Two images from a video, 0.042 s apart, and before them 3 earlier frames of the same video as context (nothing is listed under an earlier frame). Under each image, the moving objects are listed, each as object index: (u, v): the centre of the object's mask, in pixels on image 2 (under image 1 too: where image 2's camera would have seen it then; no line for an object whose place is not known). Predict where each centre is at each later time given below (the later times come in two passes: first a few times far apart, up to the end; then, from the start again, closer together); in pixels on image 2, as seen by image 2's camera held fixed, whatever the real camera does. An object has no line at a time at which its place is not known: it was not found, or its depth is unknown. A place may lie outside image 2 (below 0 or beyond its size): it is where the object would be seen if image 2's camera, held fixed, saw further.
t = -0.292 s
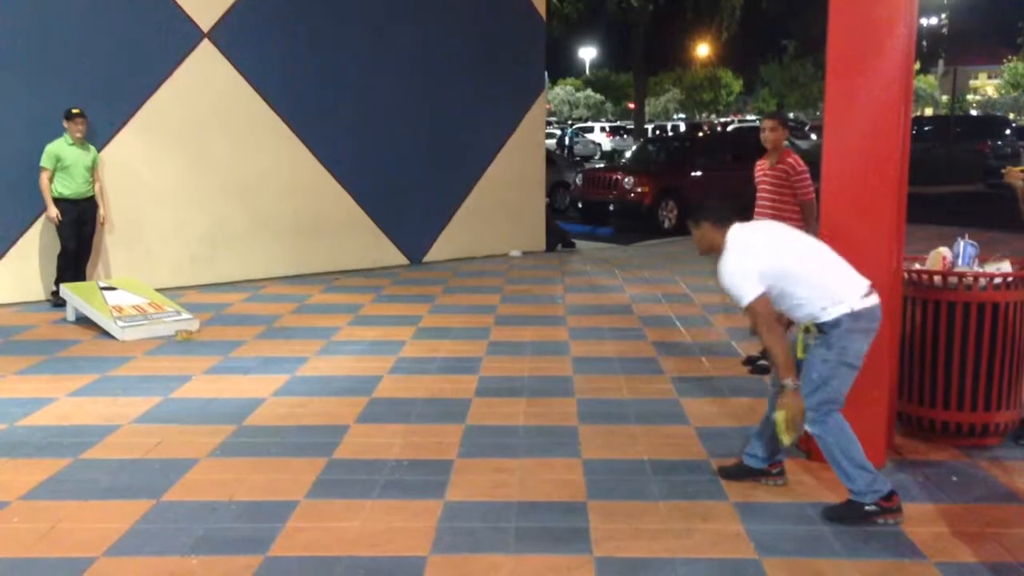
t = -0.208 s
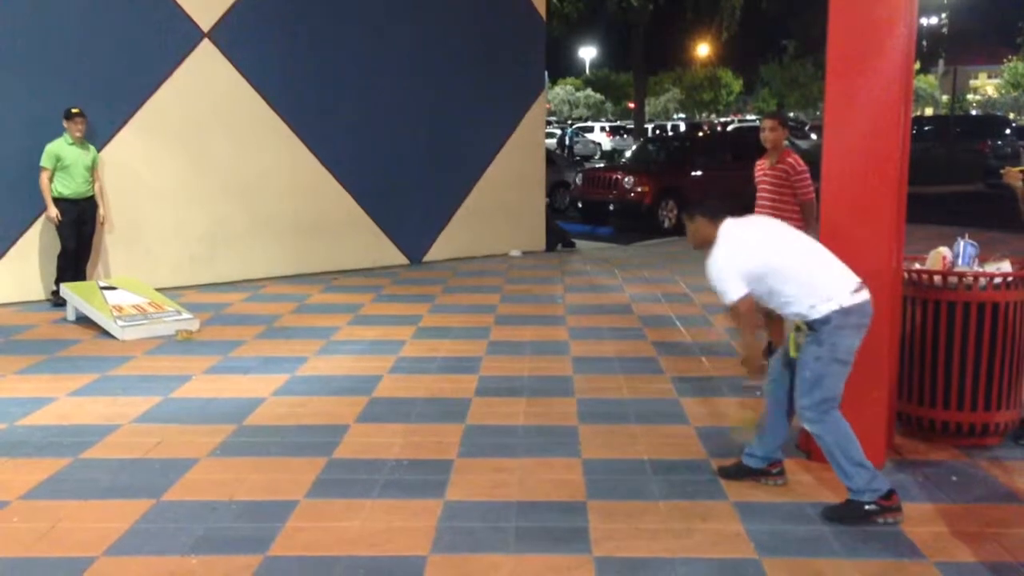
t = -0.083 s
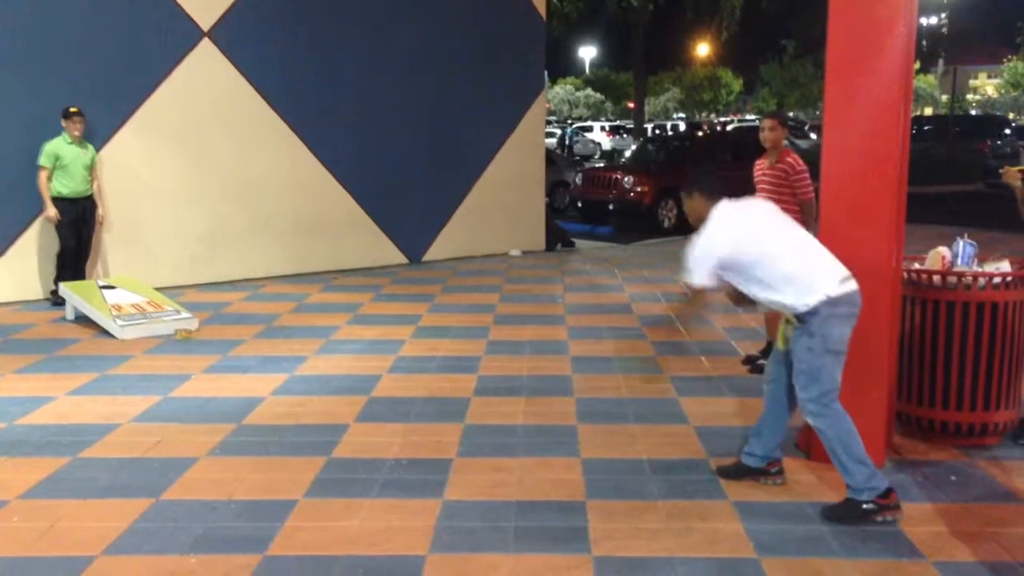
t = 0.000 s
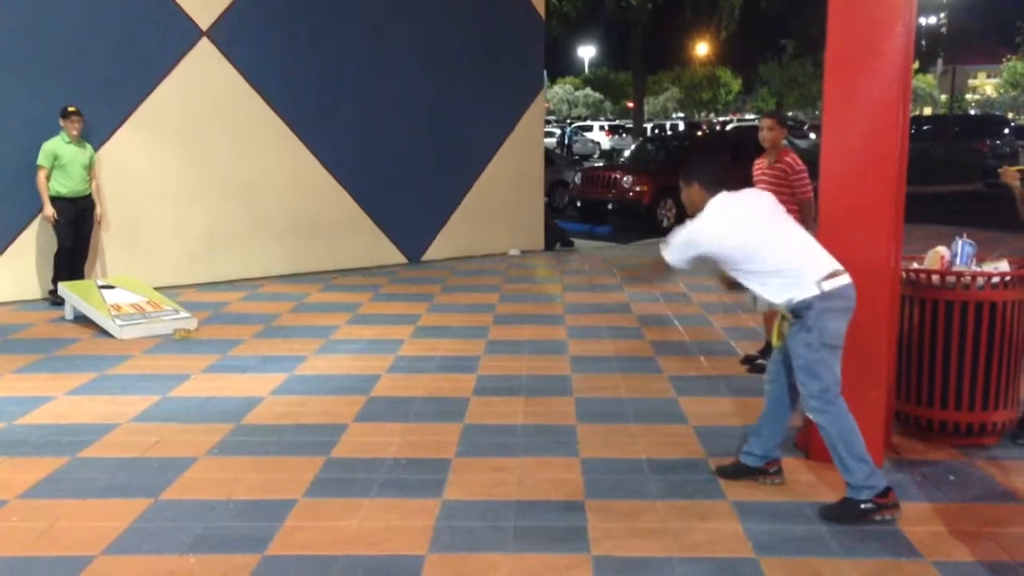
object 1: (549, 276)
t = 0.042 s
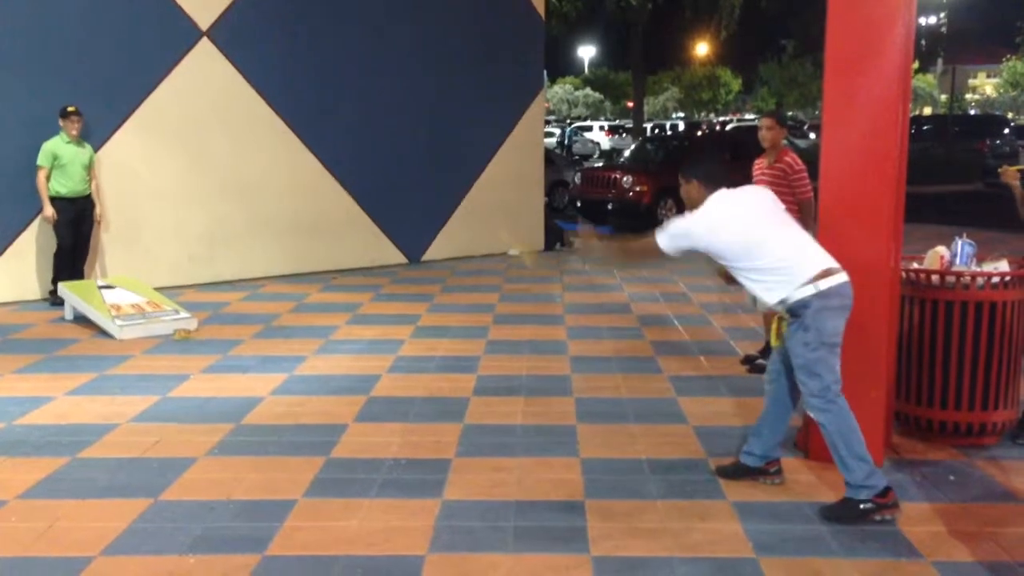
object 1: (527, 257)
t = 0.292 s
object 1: (349, 128)
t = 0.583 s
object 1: (211, 153)
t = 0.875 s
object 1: (118, 270)
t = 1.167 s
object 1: (85, 277)
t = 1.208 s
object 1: (81, 278)
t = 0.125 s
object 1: (451, 185)
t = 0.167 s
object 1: (427, 168)
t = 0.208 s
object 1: (400, 151)
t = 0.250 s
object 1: (375, 138)
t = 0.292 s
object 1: (349, 128)
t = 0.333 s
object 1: (326, 123)
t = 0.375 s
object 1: (304, 122)
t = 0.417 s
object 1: (288, 122)
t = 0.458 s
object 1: (268, 129)
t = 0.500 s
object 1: (247, 135)
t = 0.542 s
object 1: (228, 143)
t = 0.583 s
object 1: (211, 153)
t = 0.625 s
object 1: (196, 164)
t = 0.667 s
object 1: (182, 179)
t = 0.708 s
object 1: (169, 194)
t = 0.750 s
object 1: (156, 211)
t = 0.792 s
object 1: (142, 231)
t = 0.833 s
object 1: (129, 252)
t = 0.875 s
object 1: (118, 270)
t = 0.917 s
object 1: (111, 286)
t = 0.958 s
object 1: (106, 283)
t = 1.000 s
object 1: (103, 281)
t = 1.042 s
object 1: (95, 277)
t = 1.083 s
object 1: (91, 276)
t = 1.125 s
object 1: (87, 277)
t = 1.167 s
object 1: (85, 277)
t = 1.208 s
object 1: (81, 278)
